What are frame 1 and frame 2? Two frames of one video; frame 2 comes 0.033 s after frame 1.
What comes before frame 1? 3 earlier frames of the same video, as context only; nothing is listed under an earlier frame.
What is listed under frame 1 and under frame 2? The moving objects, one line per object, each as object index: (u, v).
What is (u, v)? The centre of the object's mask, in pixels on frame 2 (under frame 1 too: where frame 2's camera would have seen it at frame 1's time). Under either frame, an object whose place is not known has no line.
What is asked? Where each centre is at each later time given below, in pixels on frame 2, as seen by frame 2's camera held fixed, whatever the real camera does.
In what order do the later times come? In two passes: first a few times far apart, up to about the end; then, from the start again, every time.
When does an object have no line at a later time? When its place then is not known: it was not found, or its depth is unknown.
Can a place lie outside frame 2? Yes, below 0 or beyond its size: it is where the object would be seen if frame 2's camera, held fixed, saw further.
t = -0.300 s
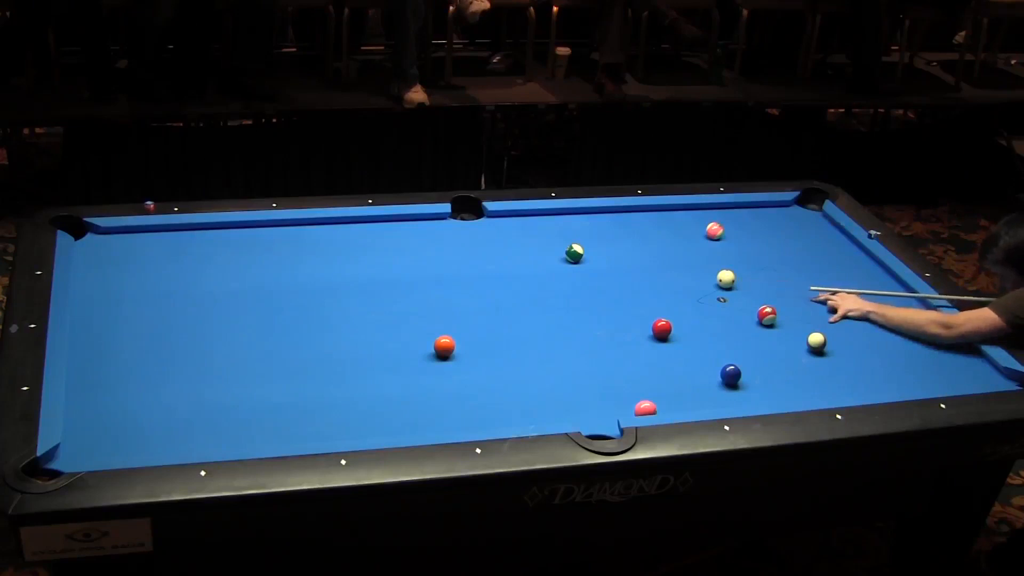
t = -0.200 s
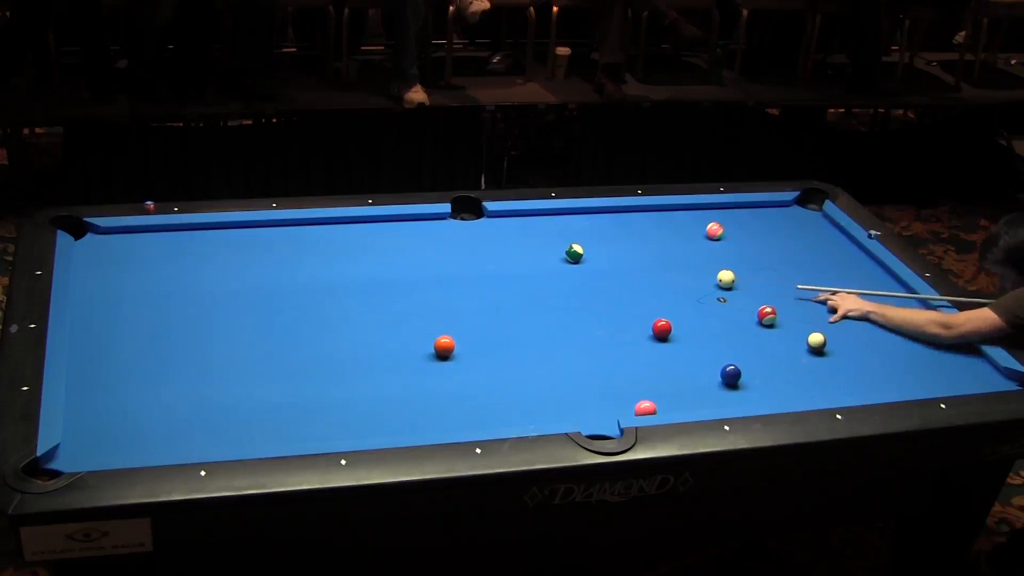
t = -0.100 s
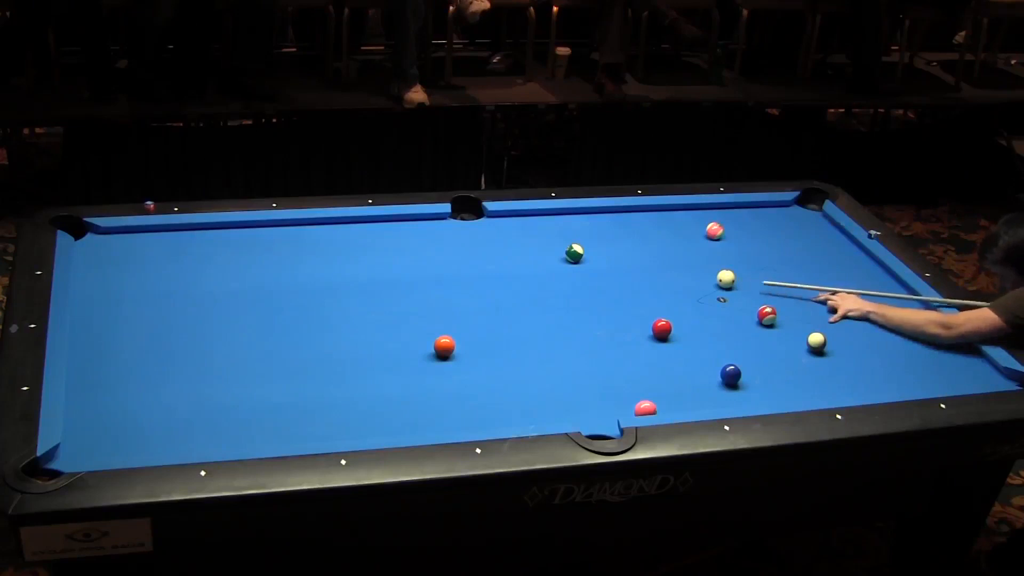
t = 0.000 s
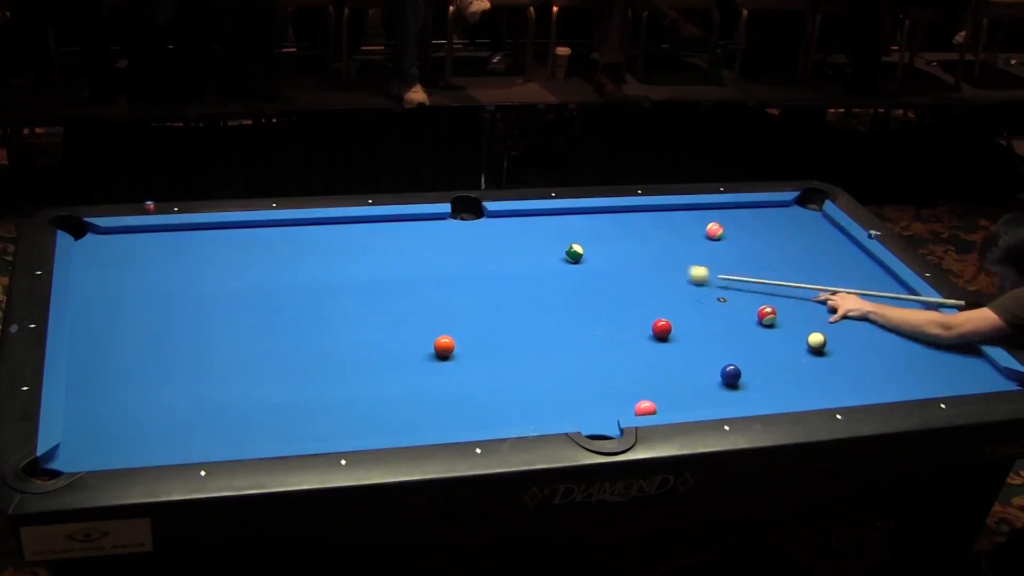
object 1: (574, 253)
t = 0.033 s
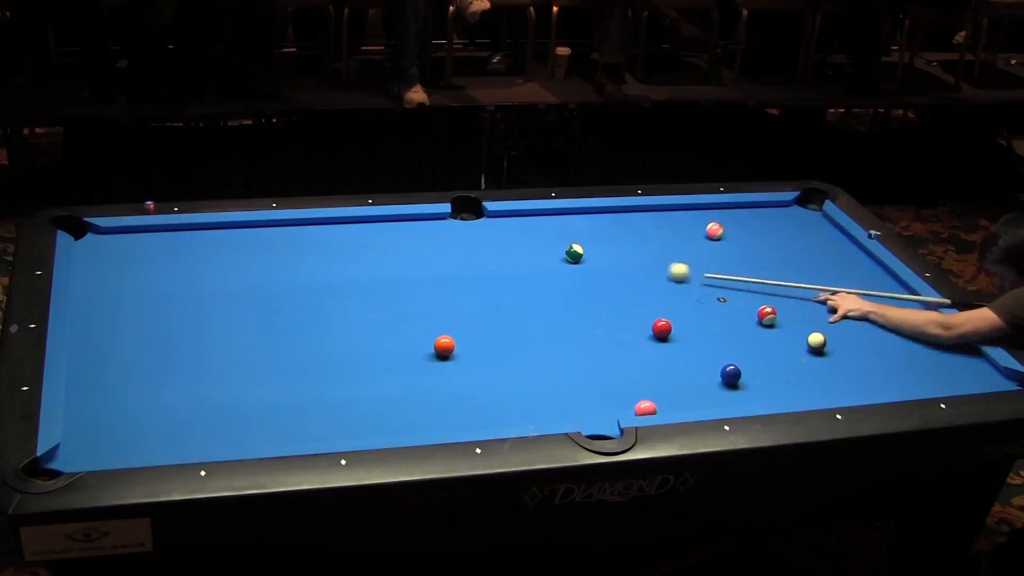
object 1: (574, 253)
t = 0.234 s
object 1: (563, 249)
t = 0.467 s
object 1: (501, 225)
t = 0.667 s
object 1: (460, 212)
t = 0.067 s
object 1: (574, 253)
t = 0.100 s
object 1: (574, 253)
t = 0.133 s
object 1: (574, 253)
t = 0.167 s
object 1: (574, 253)
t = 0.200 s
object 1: (573, 253)
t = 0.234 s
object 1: (563, 249)
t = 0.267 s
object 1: (553, 245)
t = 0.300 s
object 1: (543, 241)
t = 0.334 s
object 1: (532, 237)
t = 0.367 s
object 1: (524, 234)
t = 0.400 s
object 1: (516, 231)
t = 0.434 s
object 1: (509, 228)
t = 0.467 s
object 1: (501, 225)
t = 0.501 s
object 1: (494, 222)
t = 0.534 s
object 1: (488, 219)
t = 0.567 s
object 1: (481, 215)
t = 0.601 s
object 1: (474, 214)
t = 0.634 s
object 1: (468, 211)
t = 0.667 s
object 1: (460, 212)
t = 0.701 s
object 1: (457, 216)
